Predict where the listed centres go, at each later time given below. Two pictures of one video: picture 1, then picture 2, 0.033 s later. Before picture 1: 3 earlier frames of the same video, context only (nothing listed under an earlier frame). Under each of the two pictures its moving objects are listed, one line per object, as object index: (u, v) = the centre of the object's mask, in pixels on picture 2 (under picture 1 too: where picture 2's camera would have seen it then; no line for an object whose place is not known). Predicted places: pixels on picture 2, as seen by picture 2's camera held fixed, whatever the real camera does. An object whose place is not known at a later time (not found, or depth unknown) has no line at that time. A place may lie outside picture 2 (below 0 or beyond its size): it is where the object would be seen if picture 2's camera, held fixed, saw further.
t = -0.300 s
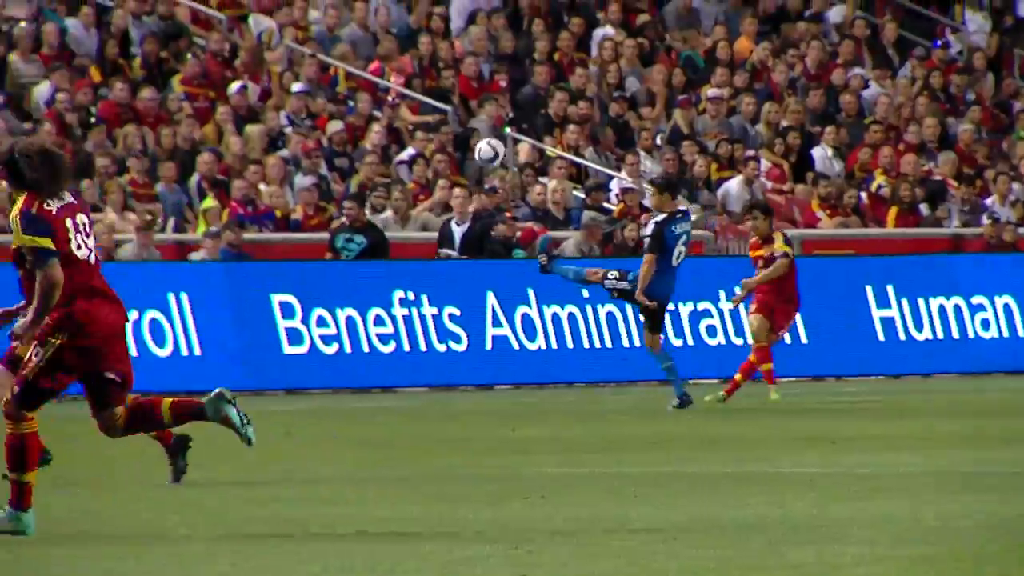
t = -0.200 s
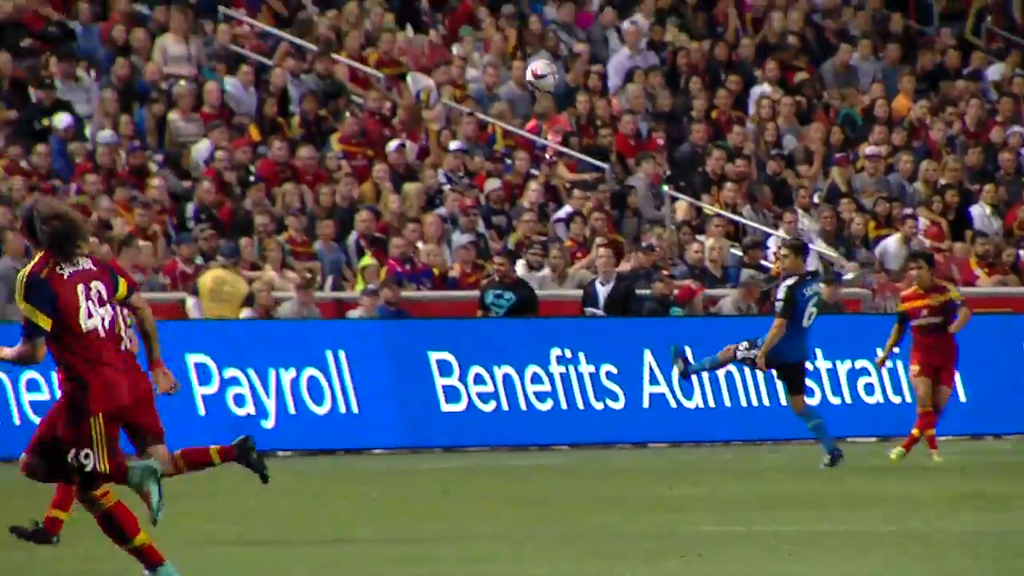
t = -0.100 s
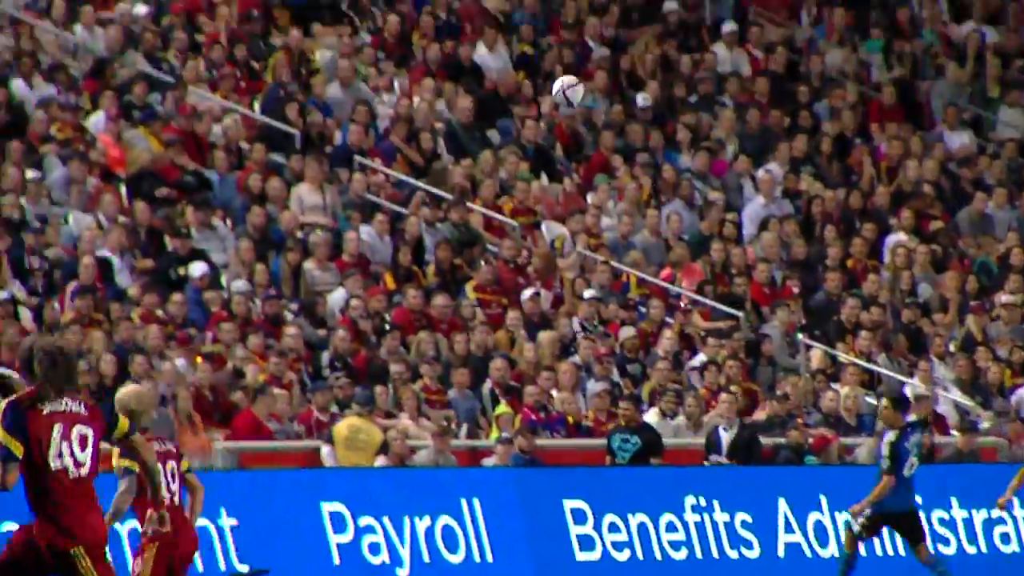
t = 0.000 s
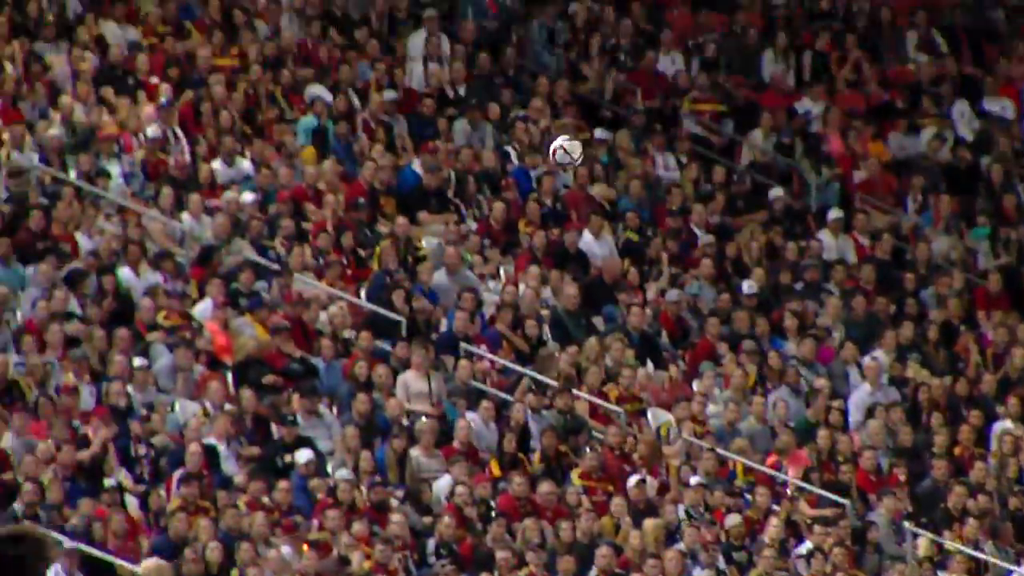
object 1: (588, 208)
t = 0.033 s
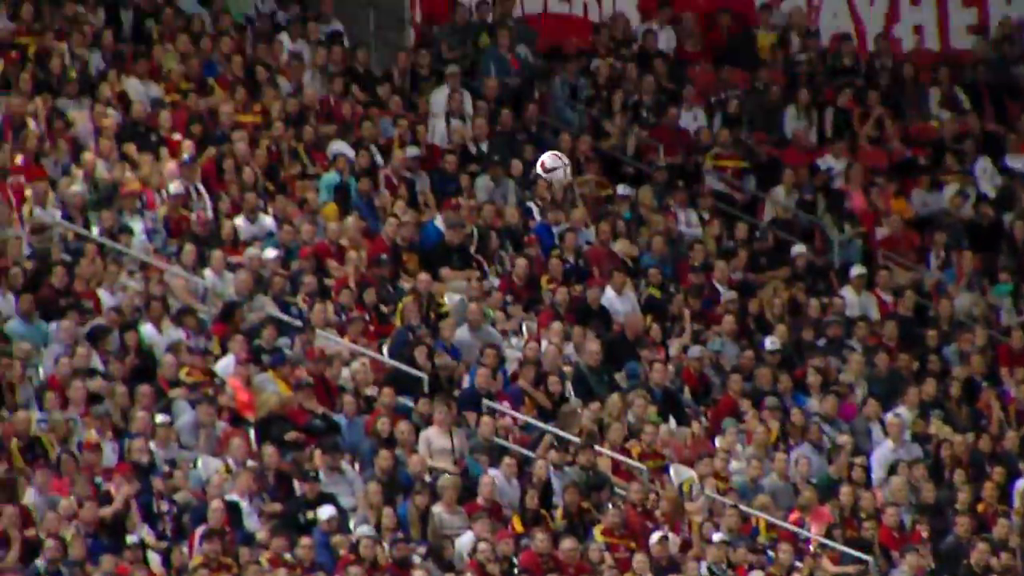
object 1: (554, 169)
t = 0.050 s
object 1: (535, 148)
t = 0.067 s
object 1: (518, 127)
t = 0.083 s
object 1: (500, 107)
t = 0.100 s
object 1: (482, 88)
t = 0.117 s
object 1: (464, 68)
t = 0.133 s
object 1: (446, 49)
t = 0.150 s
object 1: (428, 29)
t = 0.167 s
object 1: (410, 10)
